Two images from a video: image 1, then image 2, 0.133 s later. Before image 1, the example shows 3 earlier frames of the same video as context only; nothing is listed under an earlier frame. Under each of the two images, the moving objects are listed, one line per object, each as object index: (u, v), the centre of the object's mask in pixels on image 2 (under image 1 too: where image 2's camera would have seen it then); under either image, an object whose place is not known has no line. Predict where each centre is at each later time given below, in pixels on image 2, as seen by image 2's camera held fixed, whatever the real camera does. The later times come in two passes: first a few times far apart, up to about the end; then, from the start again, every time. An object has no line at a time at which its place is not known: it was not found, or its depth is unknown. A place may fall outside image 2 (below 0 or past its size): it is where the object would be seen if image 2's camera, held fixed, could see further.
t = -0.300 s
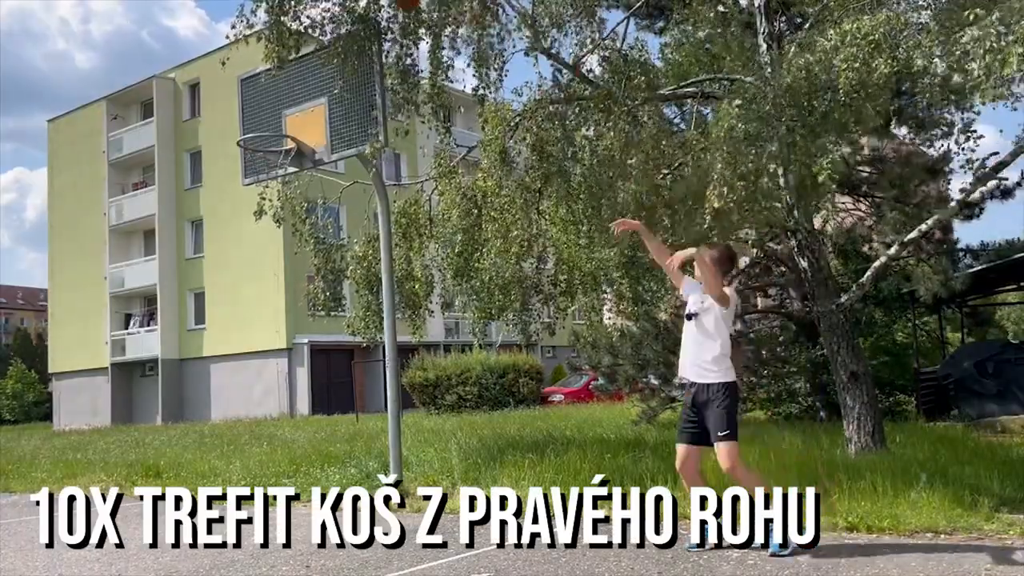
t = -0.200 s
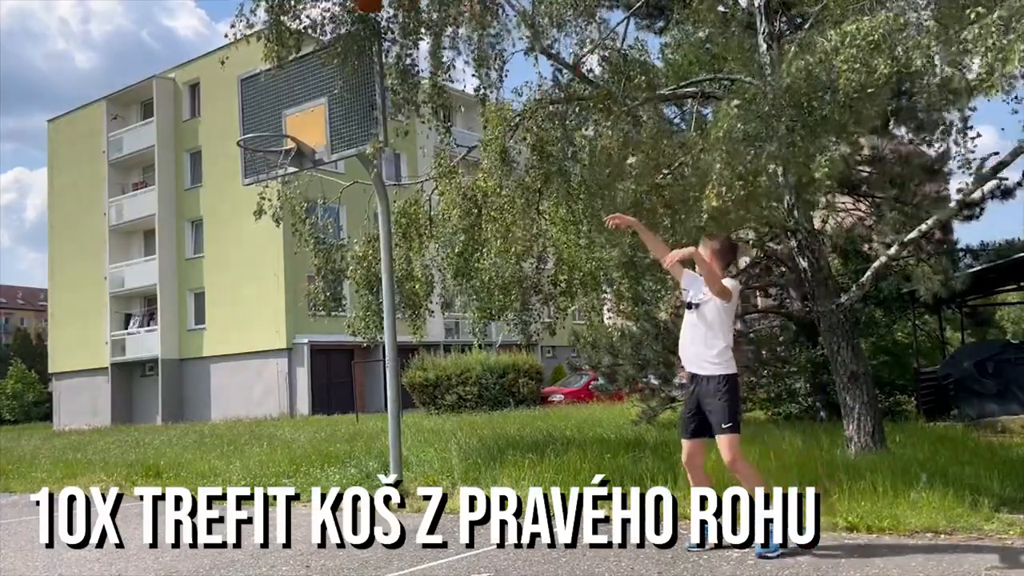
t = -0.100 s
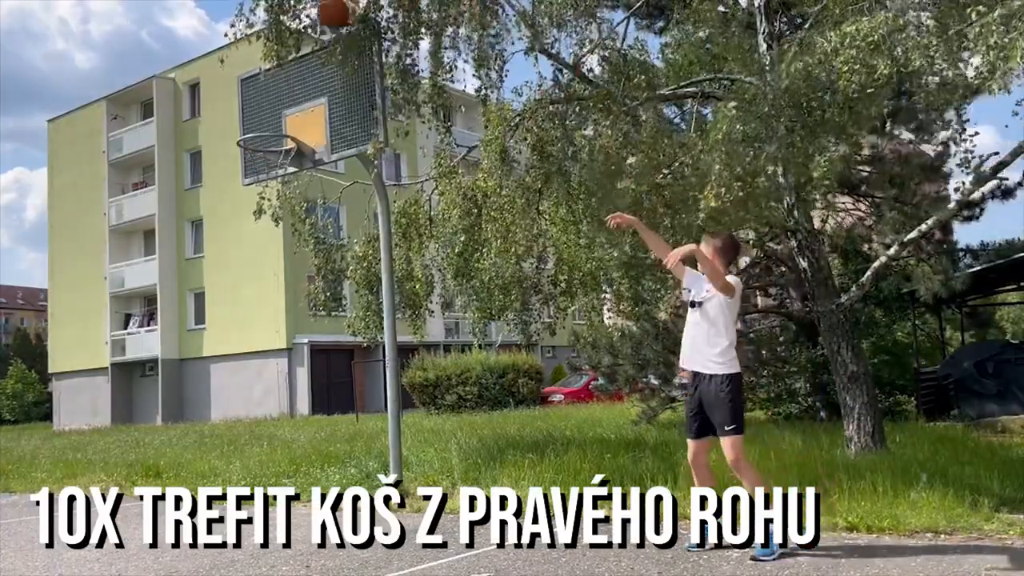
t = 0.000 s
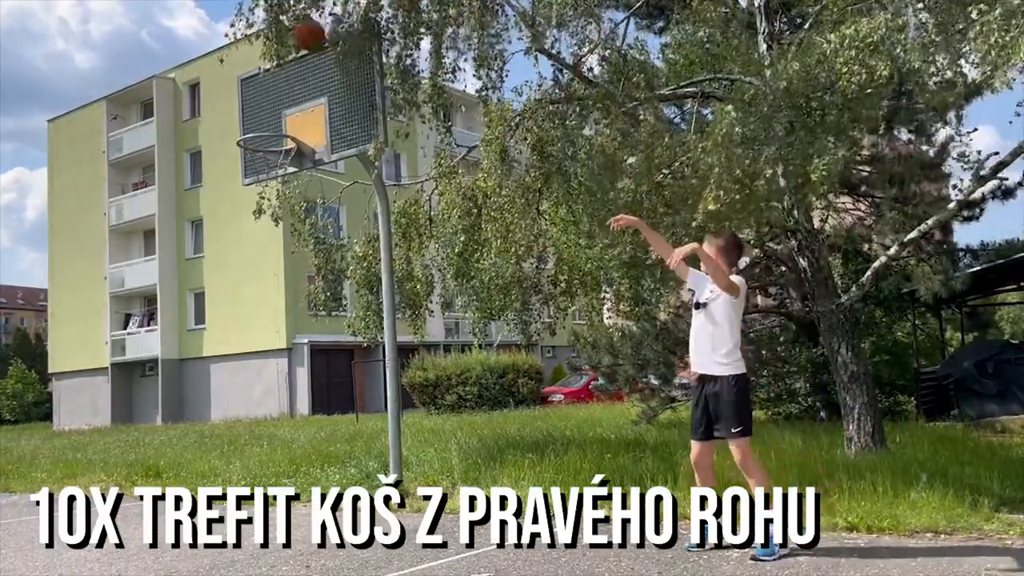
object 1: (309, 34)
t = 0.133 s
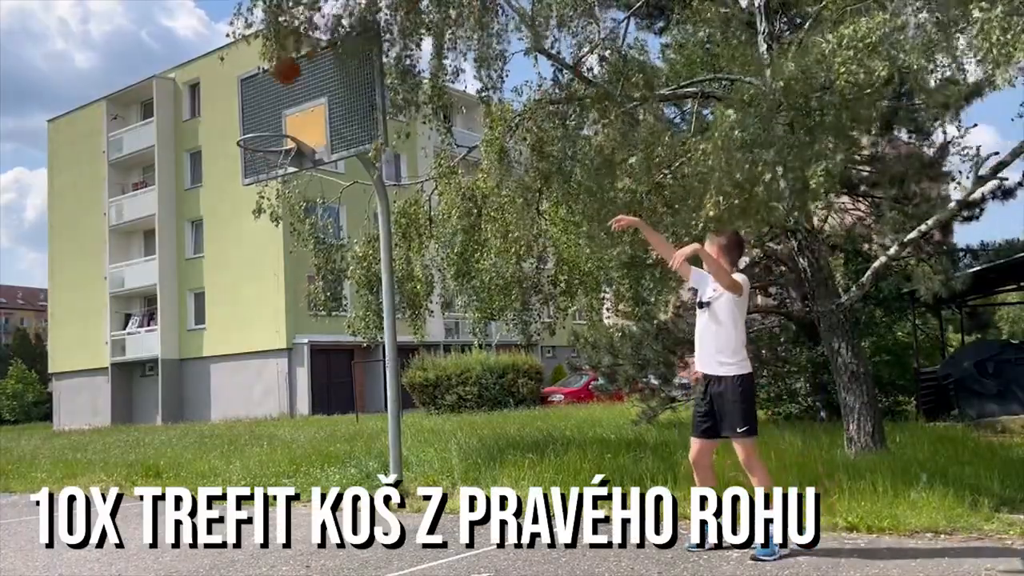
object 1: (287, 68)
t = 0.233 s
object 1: (268, 103)
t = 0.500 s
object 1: (264, 159)
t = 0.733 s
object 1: (267, 169)
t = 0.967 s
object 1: (275, 222)
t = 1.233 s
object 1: (287, 365)
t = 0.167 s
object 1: (280, 79)
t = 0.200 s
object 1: (274, 90)
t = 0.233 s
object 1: (268, 103)
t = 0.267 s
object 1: (262, 118)
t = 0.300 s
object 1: (258, 137)
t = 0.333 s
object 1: (264, 137)
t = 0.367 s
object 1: (270, 138)
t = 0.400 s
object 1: (270, 144)
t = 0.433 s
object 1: (267, 151)
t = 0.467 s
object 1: (265, 157)
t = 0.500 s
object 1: (264, 159)
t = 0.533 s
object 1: (263, 159)
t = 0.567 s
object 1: (264, 160)
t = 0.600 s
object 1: (263, 160)
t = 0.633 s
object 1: (264, 160)
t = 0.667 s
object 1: (264, 163)
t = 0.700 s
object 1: (265, 166)
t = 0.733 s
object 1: (267, 169)
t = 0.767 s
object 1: (268, 173)
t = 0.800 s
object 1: (269, 178)
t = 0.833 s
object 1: (269, 185)
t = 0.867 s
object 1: (269, 192)
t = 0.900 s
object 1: (271, 200)
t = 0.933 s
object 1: (273, 210)
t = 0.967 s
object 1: (275, 222)
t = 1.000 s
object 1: (276, 235)
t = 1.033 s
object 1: (278, 249)
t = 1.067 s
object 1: (280, 265)
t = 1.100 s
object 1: (281, 282)
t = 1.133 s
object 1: (283, 301)
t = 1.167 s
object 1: (284, 320)
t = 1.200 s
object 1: (285, 342)
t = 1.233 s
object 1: (287, 365)
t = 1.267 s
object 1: (289, 391)
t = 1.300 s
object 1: (291, 417)
